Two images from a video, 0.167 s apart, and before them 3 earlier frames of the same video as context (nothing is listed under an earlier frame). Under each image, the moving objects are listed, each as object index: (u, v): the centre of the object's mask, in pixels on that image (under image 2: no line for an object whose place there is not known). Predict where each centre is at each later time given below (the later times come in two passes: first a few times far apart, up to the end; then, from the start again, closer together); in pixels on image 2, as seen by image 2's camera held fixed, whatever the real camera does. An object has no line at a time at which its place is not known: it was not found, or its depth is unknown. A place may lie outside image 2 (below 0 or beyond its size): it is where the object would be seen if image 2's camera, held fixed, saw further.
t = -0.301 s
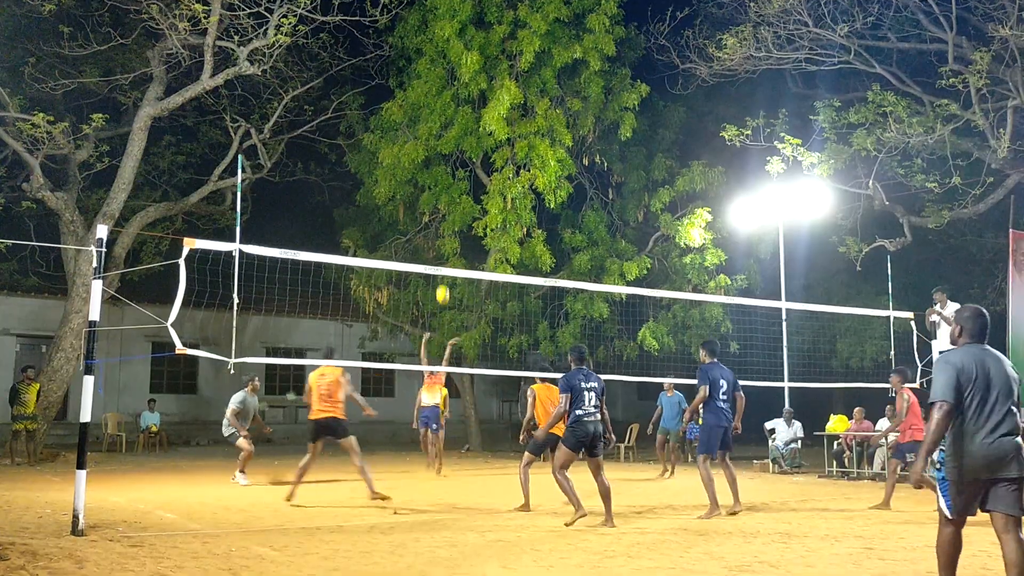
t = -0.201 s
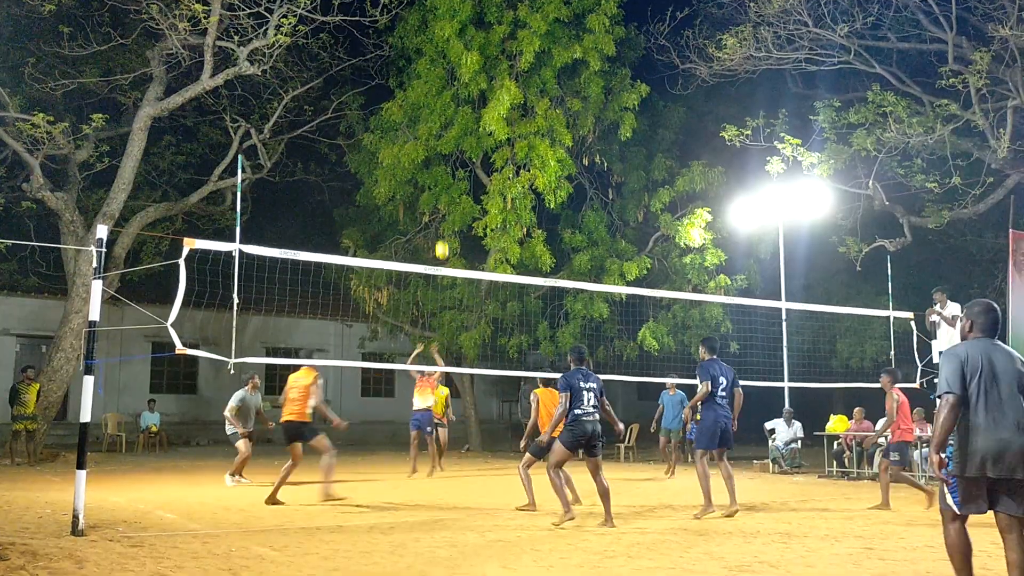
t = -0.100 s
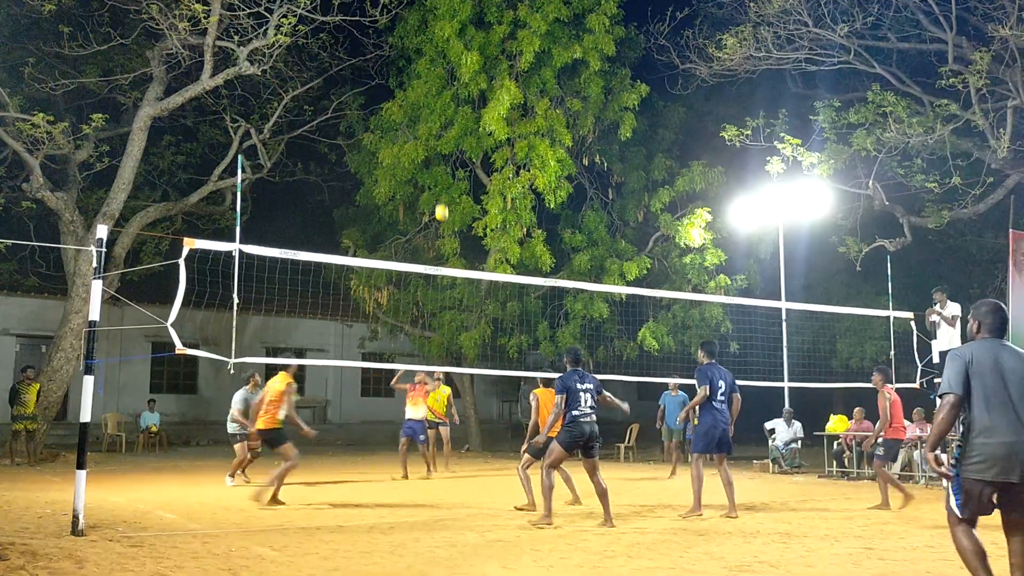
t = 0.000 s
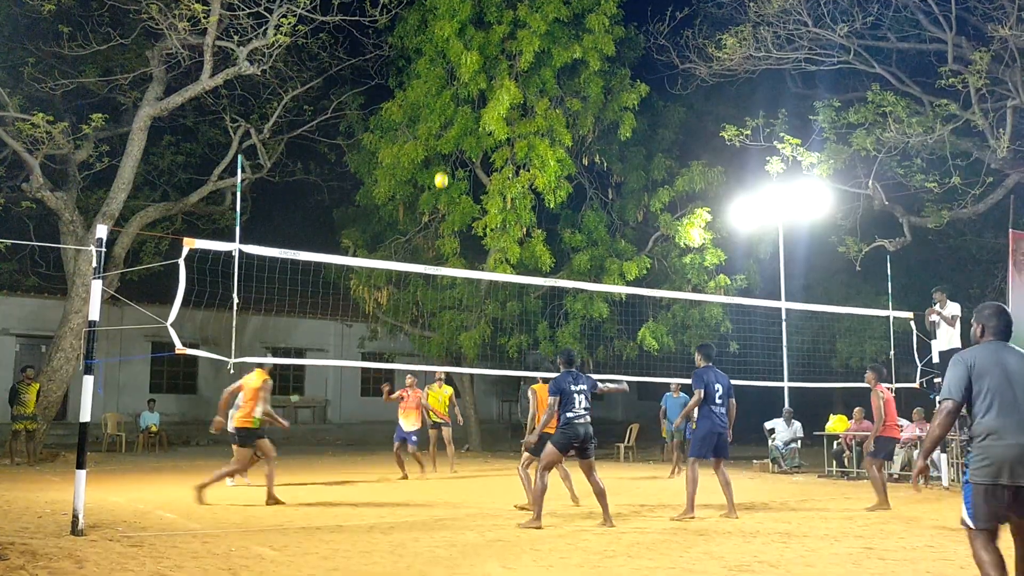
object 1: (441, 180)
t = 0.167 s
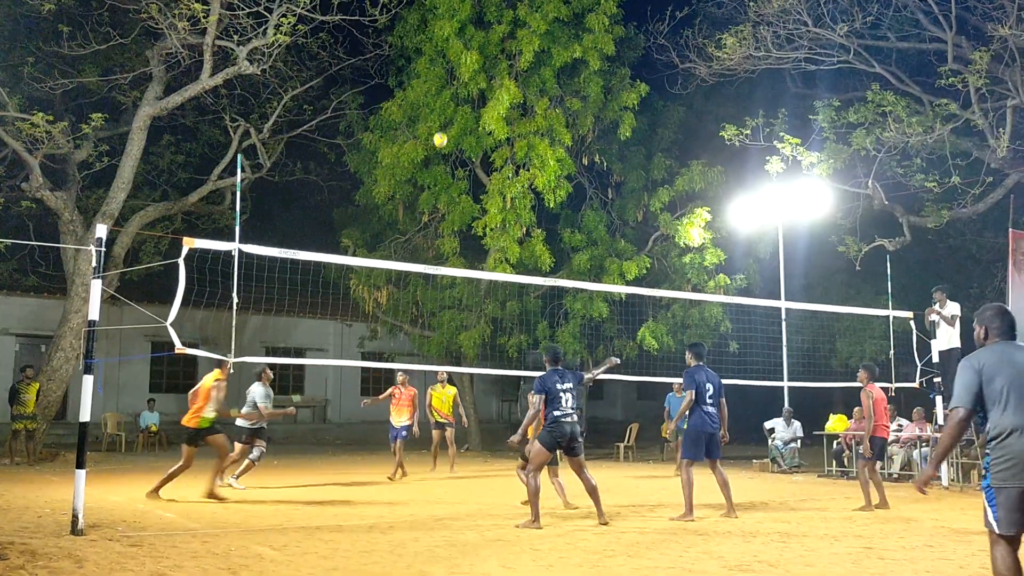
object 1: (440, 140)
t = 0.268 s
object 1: (439, 123)
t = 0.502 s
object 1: (438, 107)
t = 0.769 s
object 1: (435, 137)
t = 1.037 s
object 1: (432, 213)
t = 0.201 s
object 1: (440, 134)
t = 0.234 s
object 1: (440, 128)
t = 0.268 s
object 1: (439, 123)
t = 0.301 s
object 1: (439, 119)
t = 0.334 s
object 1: (439, 115)
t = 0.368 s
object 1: (439, 113)
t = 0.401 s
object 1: (438, 110)
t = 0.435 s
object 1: (438, 109)
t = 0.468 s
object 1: (438, 108)
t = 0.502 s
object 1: (438, 107)
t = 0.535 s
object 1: (438, 108)
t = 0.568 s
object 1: (437, 109)
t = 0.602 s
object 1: (437, 111)
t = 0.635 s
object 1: (436, 116)
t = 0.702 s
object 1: (436, 125)
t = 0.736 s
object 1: (435, 131)
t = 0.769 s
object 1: (435, 137)
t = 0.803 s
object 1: (435, 144)
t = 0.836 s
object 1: (434, 151)
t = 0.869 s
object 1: (434, 160)
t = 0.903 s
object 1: (434, 169)
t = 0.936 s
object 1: (434, 178)
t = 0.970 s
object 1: (433, 189)
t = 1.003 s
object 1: (433, 200)
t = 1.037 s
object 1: (432, 213)
